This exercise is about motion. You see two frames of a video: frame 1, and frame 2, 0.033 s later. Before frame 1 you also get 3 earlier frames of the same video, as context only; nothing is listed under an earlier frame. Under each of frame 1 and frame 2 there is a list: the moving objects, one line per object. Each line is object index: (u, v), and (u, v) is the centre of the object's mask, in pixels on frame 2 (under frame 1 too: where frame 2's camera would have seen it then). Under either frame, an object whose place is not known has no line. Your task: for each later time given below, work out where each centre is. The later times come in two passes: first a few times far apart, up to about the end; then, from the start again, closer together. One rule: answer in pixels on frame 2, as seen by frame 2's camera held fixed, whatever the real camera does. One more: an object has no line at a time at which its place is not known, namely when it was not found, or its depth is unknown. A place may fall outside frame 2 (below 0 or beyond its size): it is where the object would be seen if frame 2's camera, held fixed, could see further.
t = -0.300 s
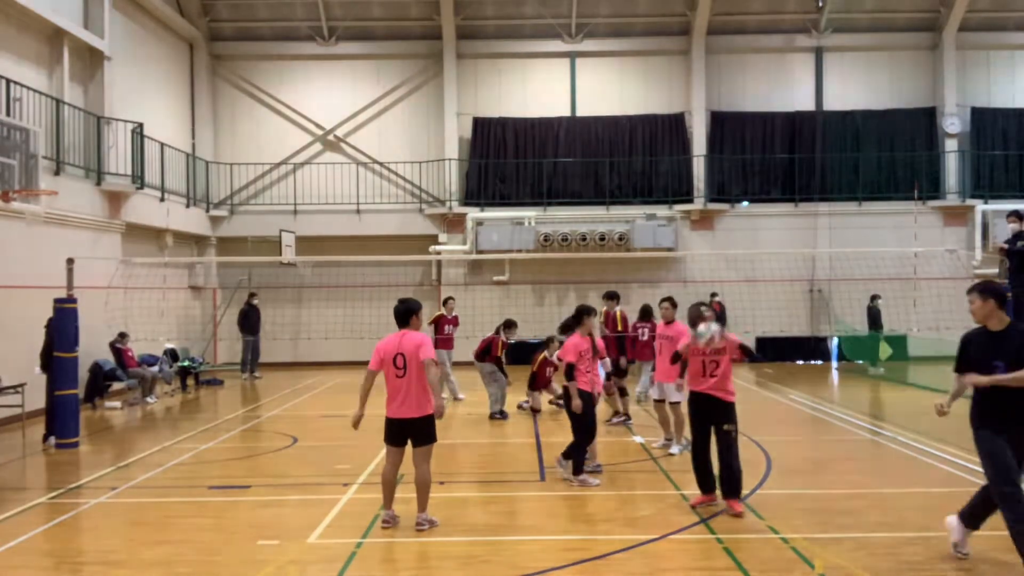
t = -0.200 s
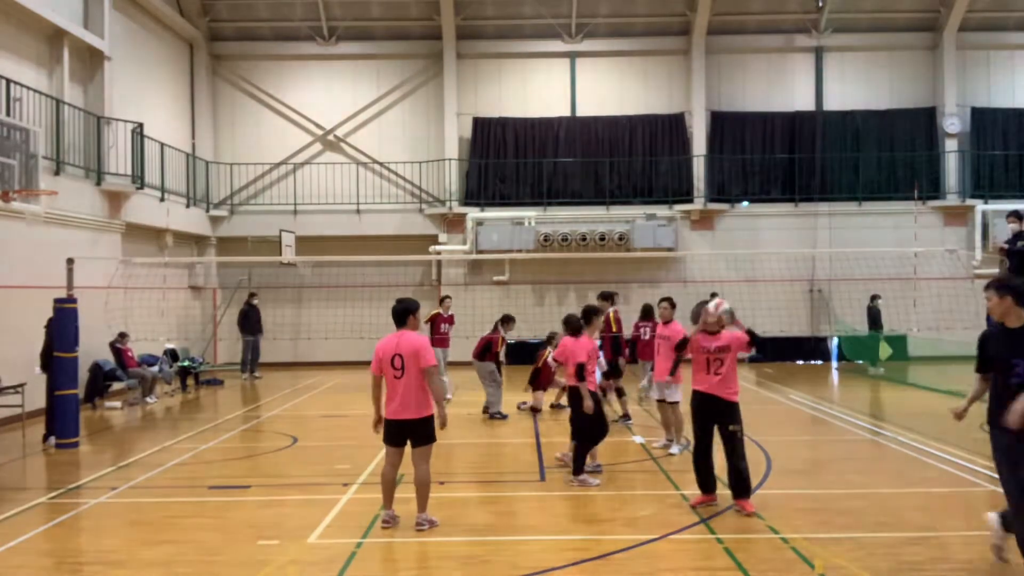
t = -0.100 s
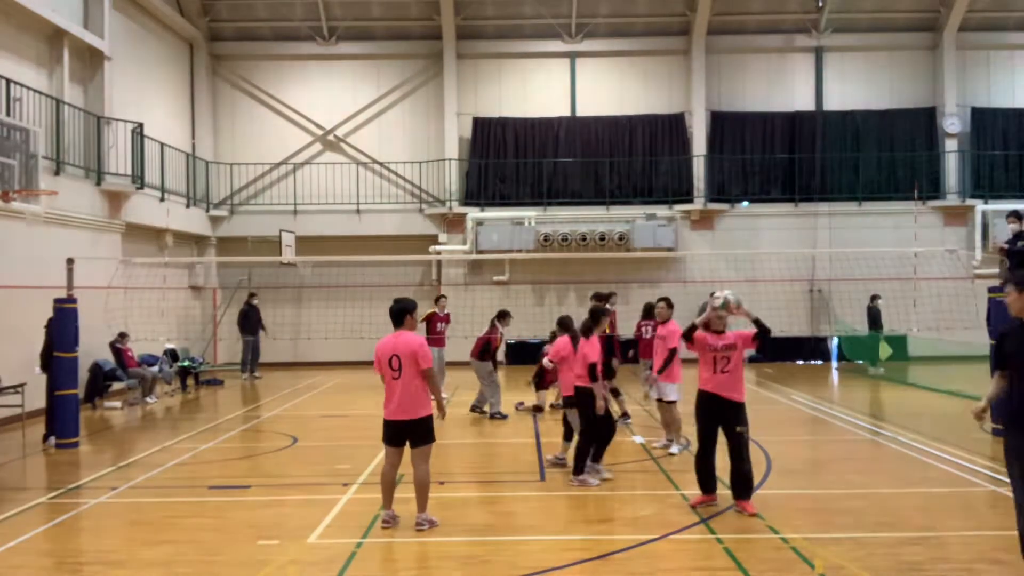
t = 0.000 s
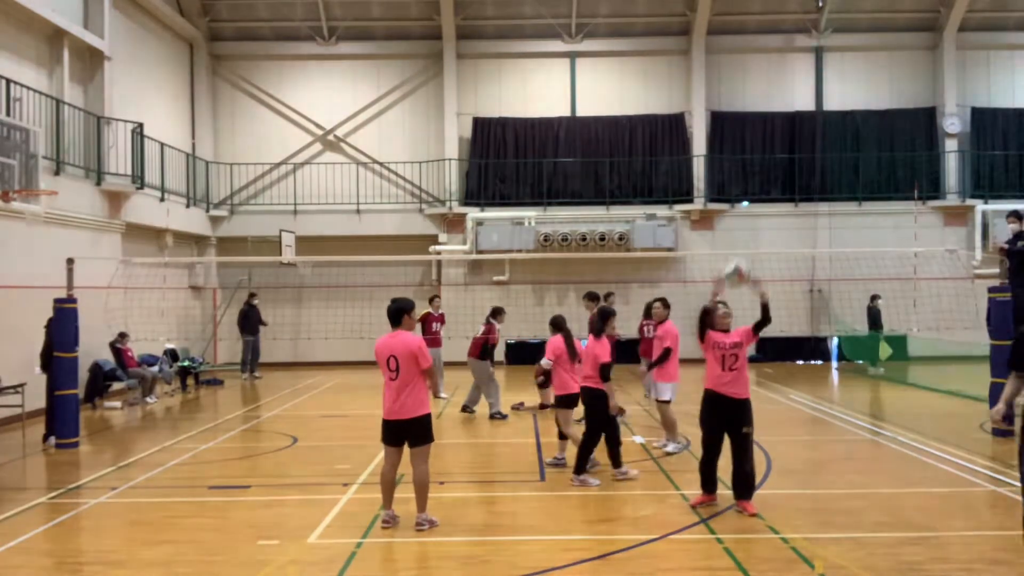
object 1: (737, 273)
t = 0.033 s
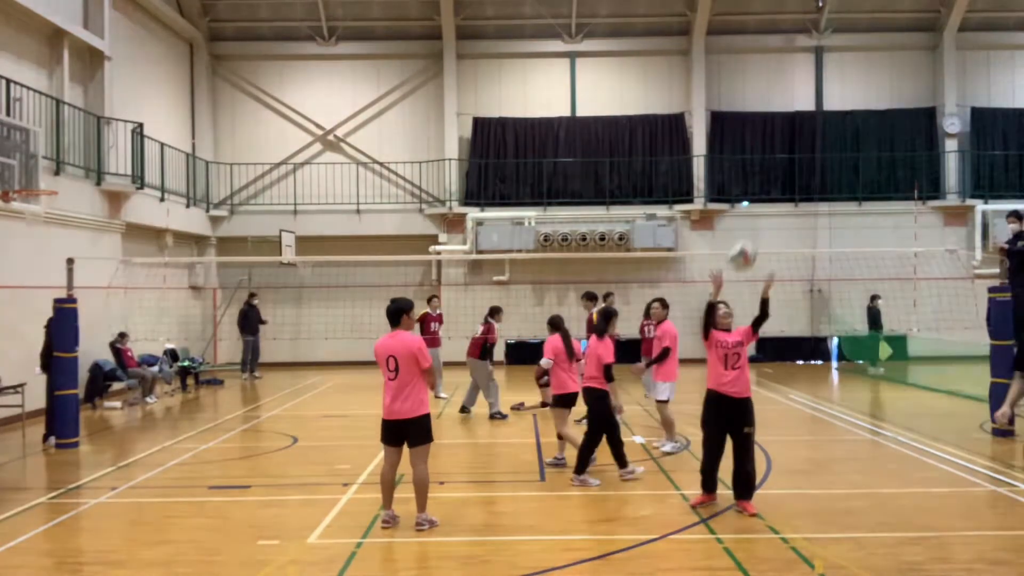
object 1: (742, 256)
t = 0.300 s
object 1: (799, 152)
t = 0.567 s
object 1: (872, 139)
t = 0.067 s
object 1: (749, 239)
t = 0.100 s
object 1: (755, 223)
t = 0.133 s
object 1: (762, 207)
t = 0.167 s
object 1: (770, 193)
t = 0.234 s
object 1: (784, 170)
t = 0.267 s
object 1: (792, 160)
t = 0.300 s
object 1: (799, 152)
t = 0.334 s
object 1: (808, 145)
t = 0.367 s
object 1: (816, 139)
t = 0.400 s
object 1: (825, 135)
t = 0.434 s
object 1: (833, 132)
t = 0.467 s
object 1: (843, 131)
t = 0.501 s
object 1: (852, 132)
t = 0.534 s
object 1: (861, 135)
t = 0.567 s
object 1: (872, 139)
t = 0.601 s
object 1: (882, 145)
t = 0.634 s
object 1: (892, 153)
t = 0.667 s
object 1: (903, 164)
